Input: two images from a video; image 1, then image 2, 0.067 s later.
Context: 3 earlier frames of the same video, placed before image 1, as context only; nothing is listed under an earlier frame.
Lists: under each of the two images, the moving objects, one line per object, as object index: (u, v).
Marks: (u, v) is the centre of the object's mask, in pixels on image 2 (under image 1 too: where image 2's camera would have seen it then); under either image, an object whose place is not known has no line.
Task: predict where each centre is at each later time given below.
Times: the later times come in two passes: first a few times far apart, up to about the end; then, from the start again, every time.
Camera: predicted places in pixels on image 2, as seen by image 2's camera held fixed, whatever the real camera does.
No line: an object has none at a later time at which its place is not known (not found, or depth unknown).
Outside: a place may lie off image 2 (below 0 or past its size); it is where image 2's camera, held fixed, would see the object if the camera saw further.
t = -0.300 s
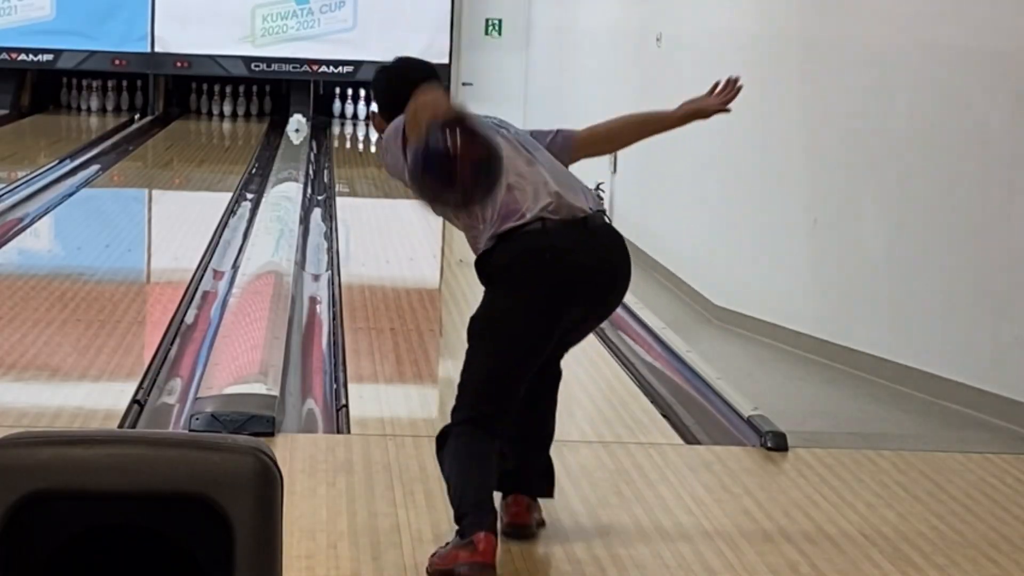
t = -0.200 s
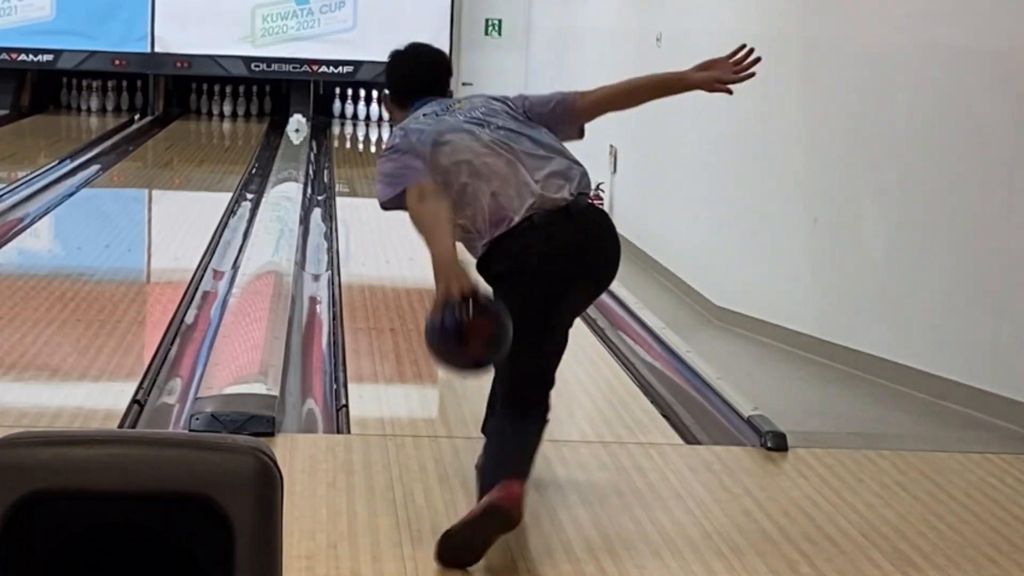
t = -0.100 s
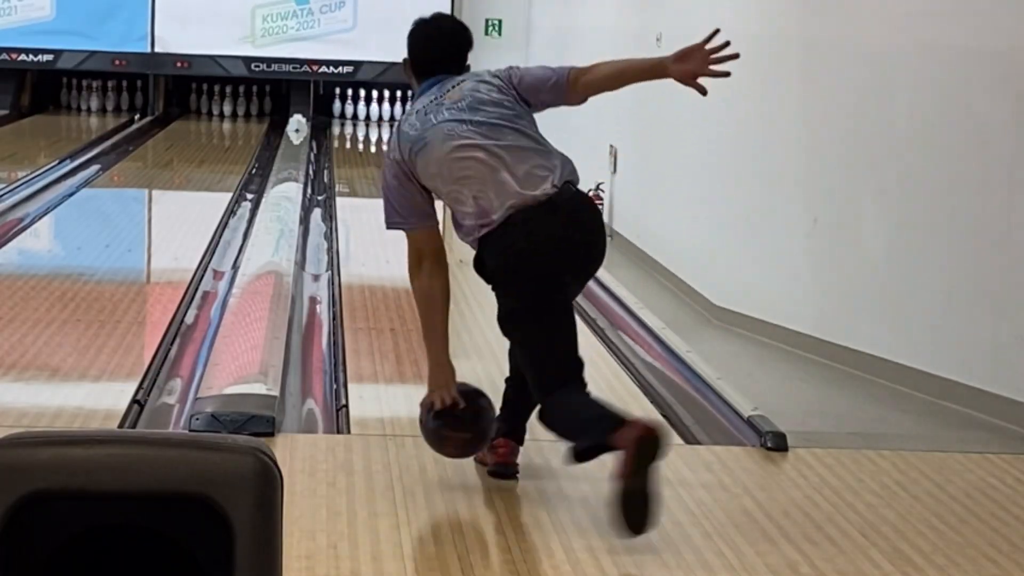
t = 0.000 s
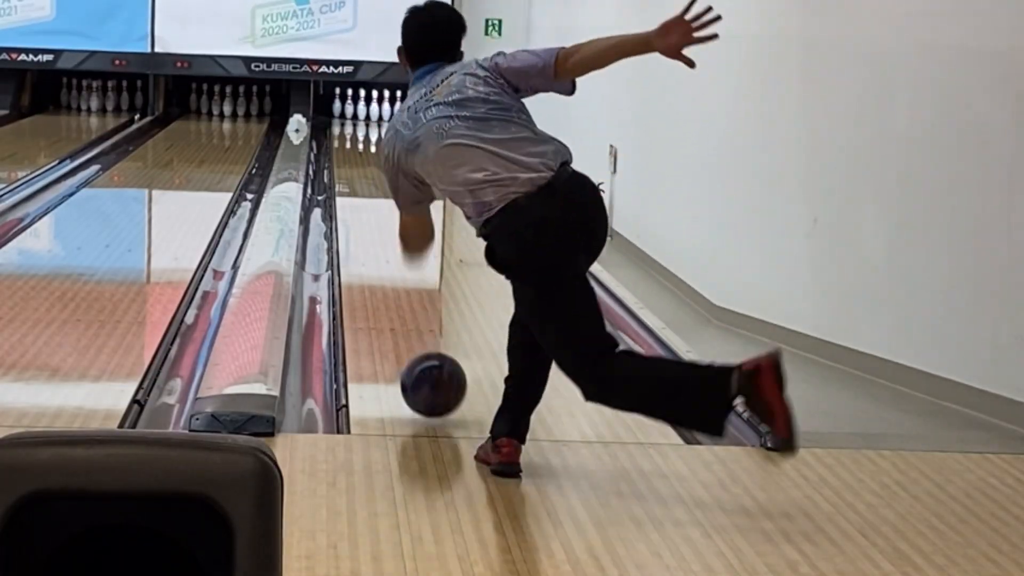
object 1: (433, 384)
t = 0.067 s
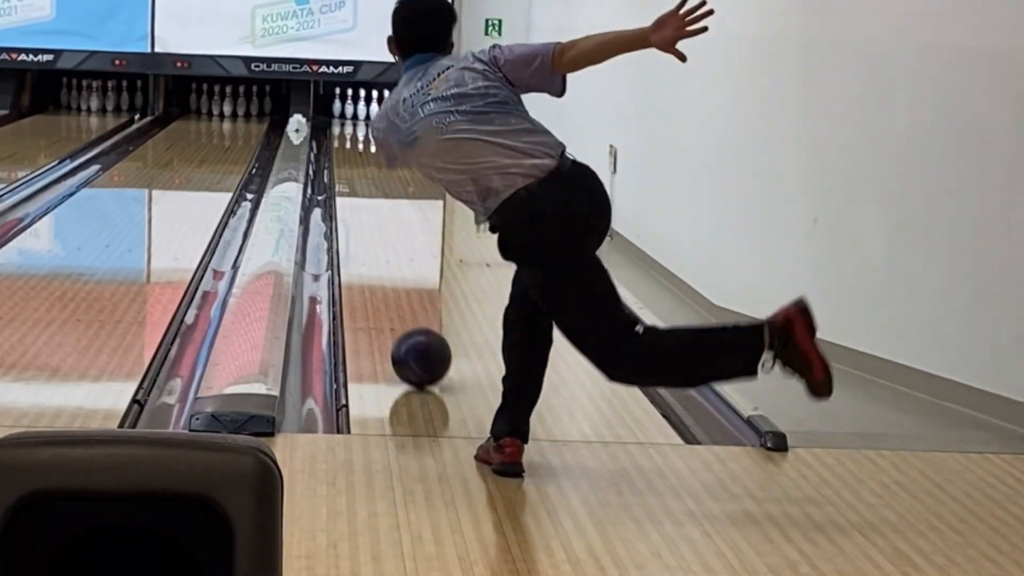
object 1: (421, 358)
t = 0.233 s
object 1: (398, 298)
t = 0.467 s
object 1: (377, 243)
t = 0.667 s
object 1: (366, 210)
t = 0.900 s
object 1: (357, 183)
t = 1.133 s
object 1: (353, 162)
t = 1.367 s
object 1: (351, 146)
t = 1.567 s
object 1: (351, 135)
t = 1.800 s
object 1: (355, 126)
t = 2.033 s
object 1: (362, 118)
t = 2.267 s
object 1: (365, 112)
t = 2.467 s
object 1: (355, 109)
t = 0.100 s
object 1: (416, 344)
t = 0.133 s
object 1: (411, 331)
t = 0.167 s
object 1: (406, 320)
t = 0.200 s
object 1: (402, 309)
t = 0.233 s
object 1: (398, 298)
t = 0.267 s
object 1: (394, 289)
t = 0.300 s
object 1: (391, 280)
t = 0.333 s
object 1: (388, 272)
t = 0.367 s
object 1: (385, 264)
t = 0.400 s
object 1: (382, 256)
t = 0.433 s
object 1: (380, 249)
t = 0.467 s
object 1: (377, 243)
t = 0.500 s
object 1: (375, 236)
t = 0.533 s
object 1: (373, 231)
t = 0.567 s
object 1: (371, 225)
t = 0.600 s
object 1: (369, 220)
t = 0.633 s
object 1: (368, 215)
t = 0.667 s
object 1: (366, 210)
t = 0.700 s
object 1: (364, 206)
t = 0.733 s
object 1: (363, 201)
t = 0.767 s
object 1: (362, 197)
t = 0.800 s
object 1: (360, 193)
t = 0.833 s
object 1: (359, 189)
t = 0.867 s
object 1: (358, 186)
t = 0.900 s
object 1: (357, 183)
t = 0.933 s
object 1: (357, 180)
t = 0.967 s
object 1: (356, 176)
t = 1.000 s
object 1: (355, 173)
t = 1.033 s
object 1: (354, 170)
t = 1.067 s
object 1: (354, 168)
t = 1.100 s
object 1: (353, 165)
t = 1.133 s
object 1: (353, 162)
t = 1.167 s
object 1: (352, 160)
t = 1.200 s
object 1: (352, 157)
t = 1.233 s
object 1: (352, 155)
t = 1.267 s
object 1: (352, 152)
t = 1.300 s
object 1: (351, 150)
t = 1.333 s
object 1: (351, 148)
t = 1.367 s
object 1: (351, 146)
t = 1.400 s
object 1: (351, 144)
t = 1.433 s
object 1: (351, 143)
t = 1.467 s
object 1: (351, 141)
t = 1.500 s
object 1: (351, 139)
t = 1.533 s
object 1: (351, 137)
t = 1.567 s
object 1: (351, 135)
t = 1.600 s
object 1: (351, 134)
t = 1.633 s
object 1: (351, 132)
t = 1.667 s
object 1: (352, 131)
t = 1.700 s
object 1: (353, 129)
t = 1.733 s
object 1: (353, 128)
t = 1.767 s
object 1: (354, 127)
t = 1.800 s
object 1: (355, 126)
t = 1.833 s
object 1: (356, 124)
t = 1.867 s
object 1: (357, 123)
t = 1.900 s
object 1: (359, 122)
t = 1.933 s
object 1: (360, 121)
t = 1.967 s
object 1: (361, 120)
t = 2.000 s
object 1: (361, 118)
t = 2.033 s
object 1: (362, 118)
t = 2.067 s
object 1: (363, 117)
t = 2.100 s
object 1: (365, 116)
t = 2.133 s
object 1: (365, 115)
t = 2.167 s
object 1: (366, 114)
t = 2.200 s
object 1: (366, 113)
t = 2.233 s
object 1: (364, 113)
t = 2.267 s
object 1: (365, 112)
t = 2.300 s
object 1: (364, 112)
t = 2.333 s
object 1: (364, 112)
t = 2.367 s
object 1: (361, 110)
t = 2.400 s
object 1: (359, 110)
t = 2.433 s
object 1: (358, 110)
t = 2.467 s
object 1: (355, 109)
